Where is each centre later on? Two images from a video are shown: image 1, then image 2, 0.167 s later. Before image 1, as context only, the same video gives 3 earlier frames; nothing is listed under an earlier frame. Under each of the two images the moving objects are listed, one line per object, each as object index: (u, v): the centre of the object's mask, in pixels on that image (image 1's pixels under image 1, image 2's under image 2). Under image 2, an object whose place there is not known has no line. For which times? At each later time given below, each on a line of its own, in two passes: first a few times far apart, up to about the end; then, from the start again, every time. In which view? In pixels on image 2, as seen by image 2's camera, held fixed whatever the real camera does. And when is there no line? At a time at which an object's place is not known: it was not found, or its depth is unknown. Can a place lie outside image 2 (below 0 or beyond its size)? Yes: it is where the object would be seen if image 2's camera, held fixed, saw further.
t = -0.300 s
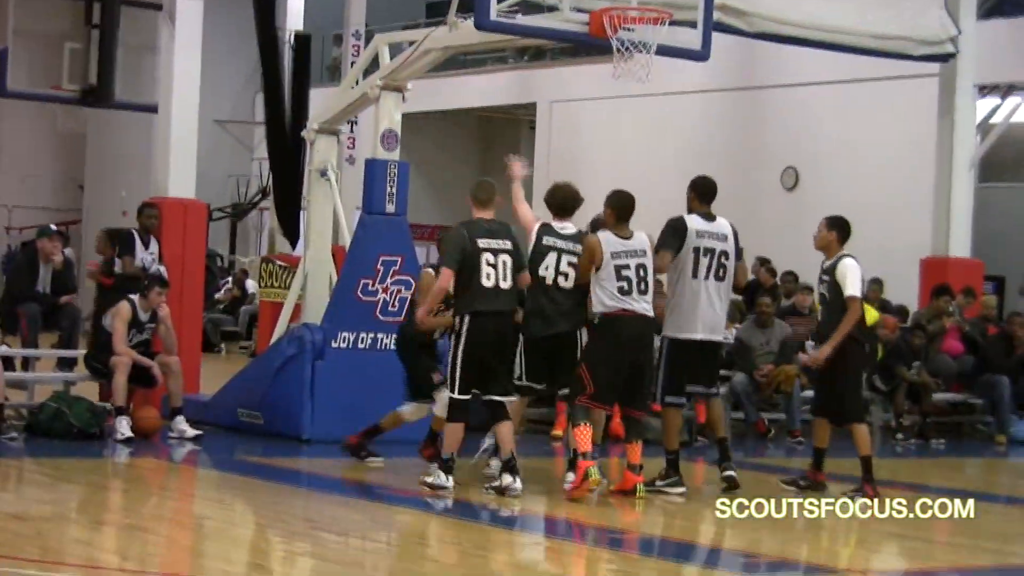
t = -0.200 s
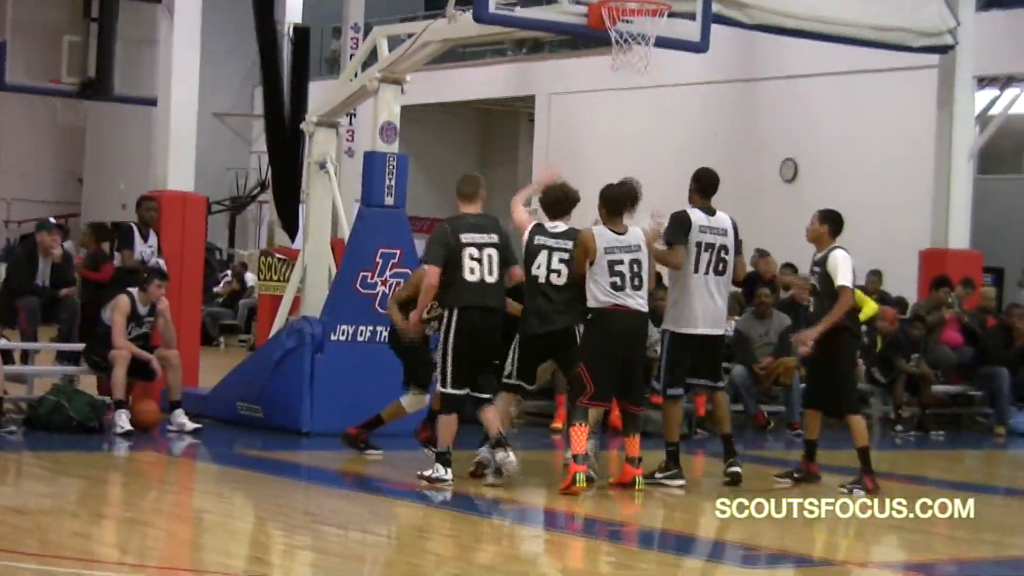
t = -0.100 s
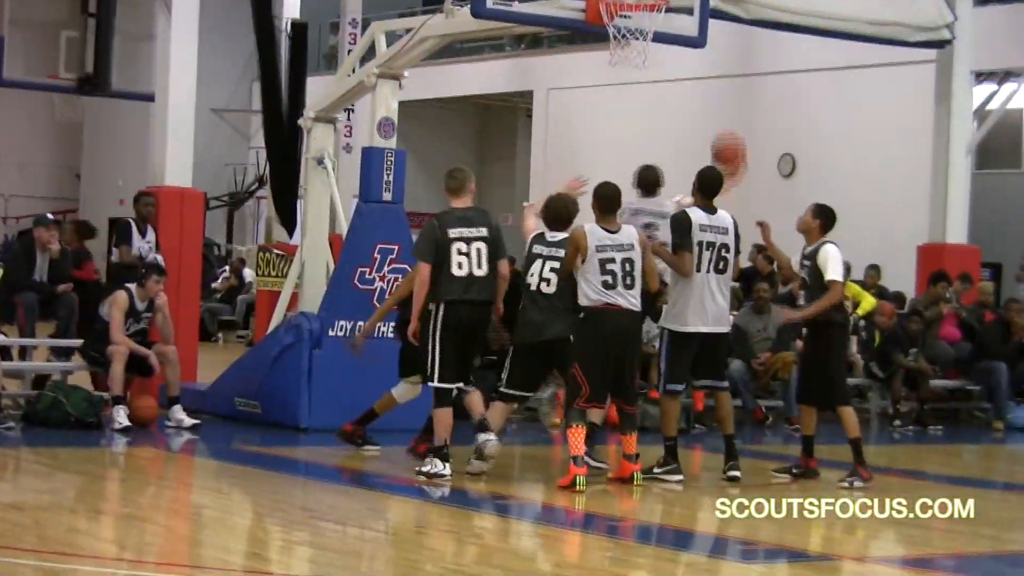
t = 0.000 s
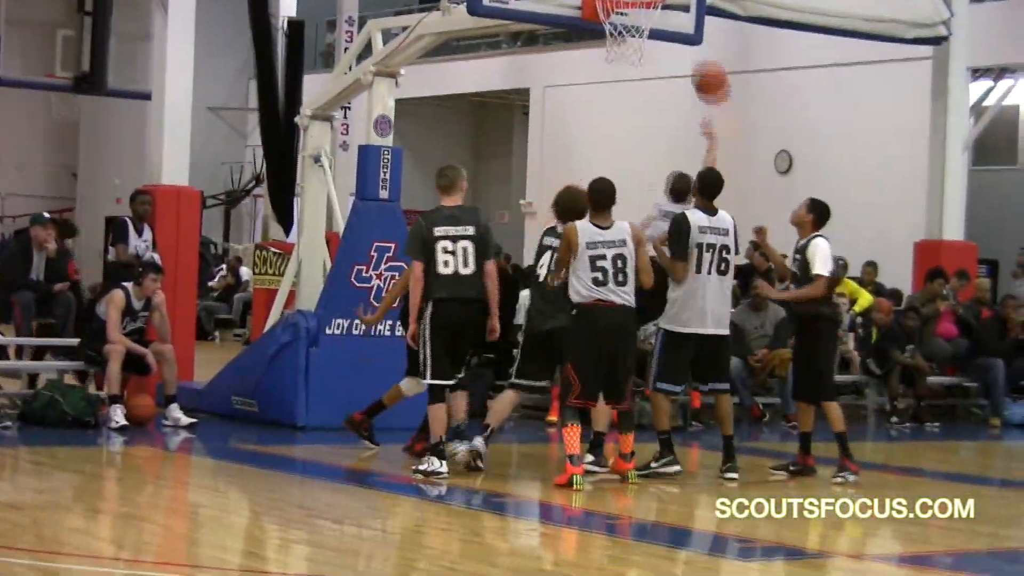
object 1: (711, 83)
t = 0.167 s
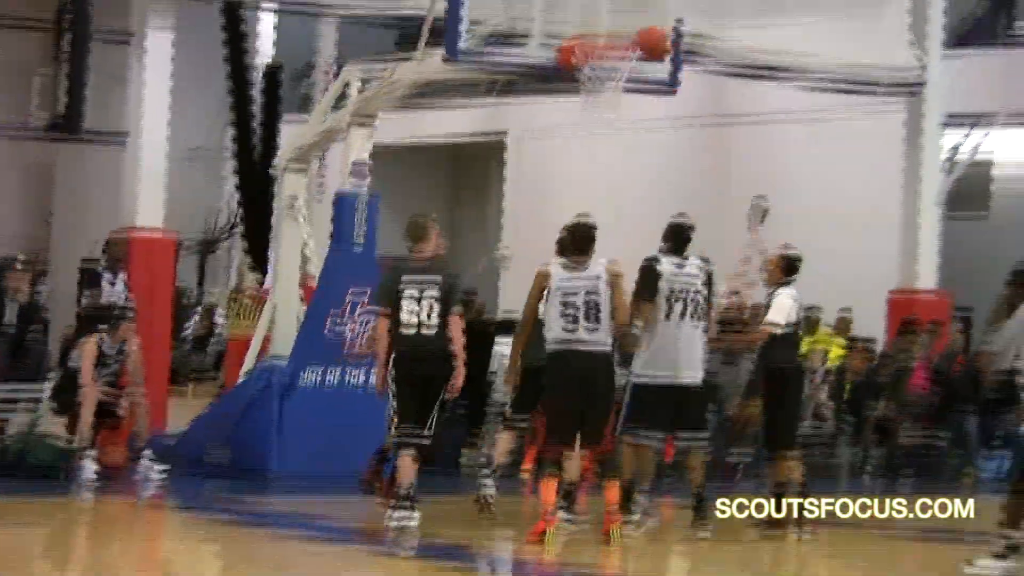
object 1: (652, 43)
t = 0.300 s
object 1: (640, 13)
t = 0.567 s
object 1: (647, 30)
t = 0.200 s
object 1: (647, 31)
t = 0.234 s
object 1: (640, 21)
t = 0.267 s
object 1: (639, 16)
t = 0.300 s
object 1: (640, 13)
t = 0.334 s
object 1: (639, 15)
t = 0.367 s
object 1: (640, 14)
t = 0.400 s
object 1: (638, 15)
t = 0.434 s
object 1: (637, 23)
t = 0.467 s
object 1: (638, 28)
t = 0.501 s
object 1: (637, 35)
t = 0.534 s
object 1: (641, 33)
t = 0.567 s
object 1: (647, 30)
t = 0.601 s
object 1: (653, 29)
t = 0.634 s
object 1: (660, 29)
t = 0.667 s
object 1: (666, 31)
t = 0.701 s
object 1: (671, 35)
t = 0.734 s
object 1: (676, 41)
